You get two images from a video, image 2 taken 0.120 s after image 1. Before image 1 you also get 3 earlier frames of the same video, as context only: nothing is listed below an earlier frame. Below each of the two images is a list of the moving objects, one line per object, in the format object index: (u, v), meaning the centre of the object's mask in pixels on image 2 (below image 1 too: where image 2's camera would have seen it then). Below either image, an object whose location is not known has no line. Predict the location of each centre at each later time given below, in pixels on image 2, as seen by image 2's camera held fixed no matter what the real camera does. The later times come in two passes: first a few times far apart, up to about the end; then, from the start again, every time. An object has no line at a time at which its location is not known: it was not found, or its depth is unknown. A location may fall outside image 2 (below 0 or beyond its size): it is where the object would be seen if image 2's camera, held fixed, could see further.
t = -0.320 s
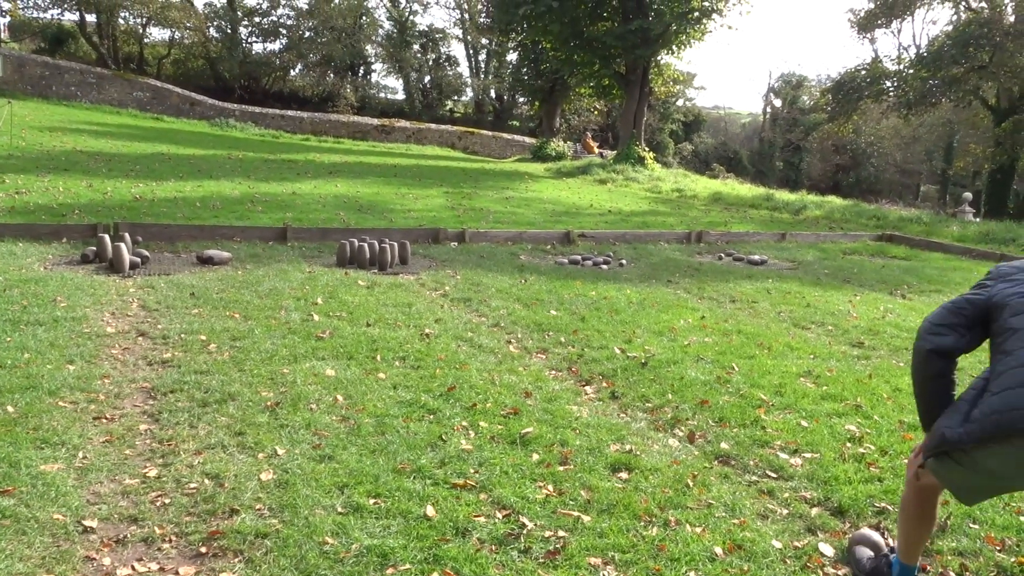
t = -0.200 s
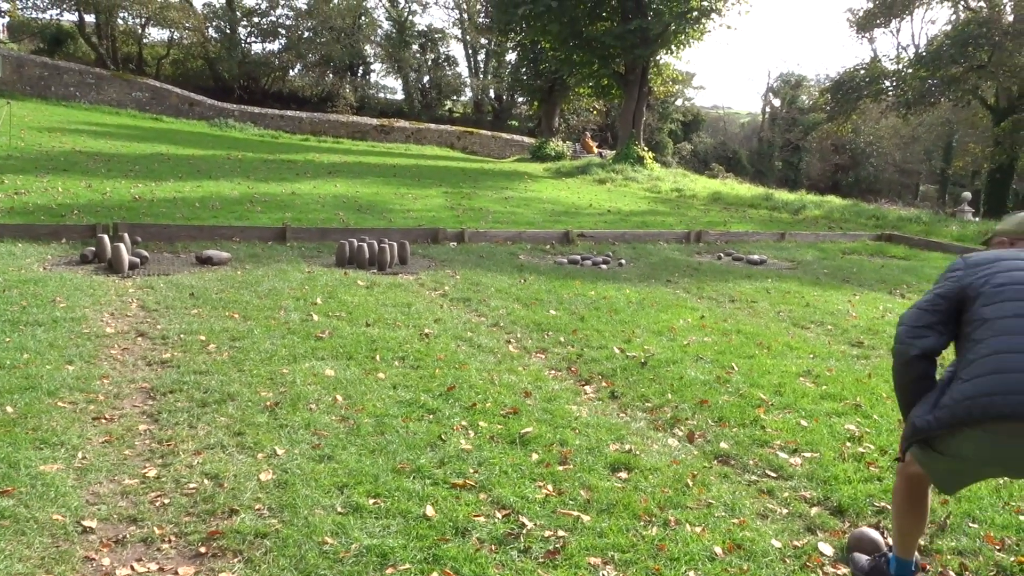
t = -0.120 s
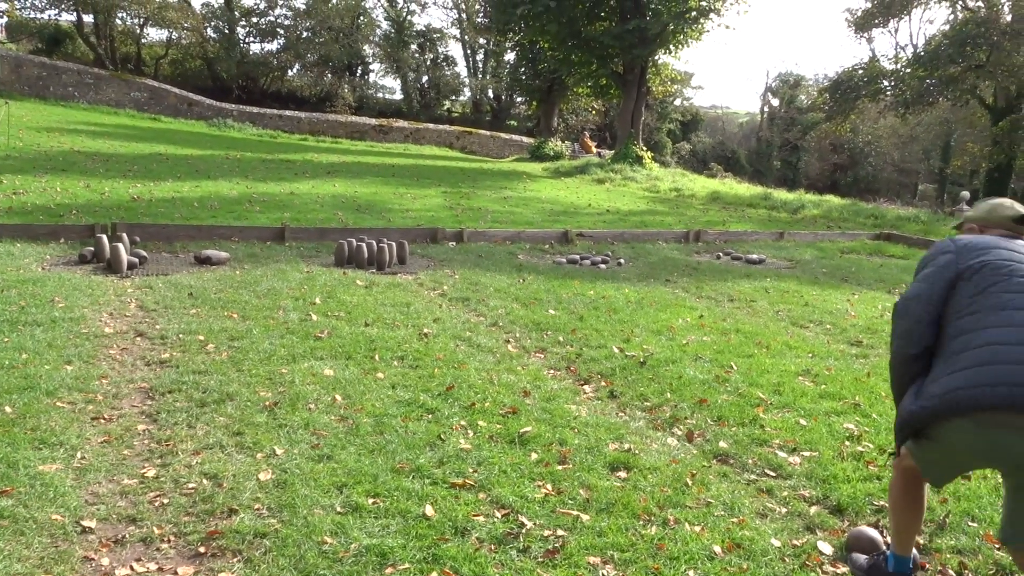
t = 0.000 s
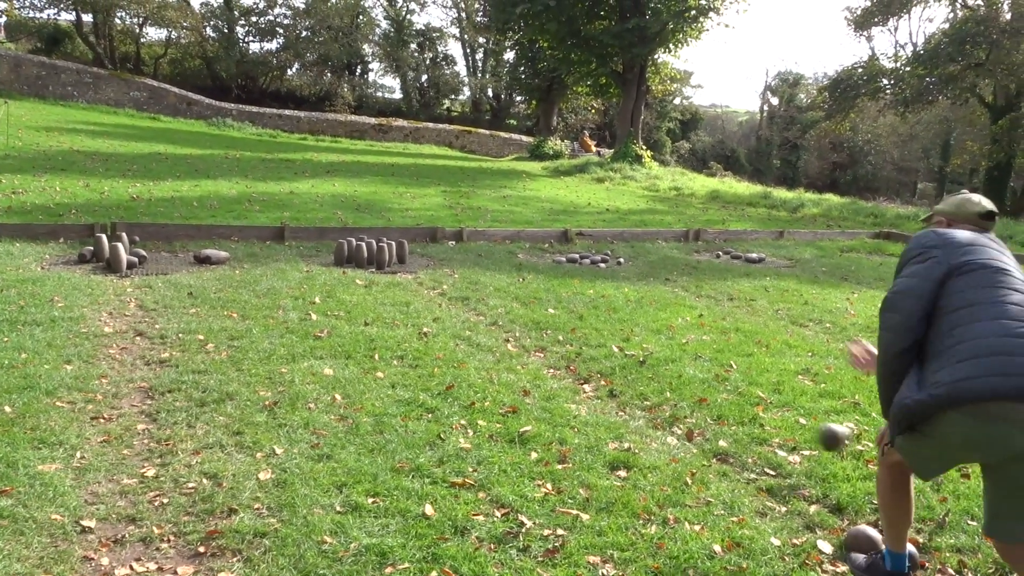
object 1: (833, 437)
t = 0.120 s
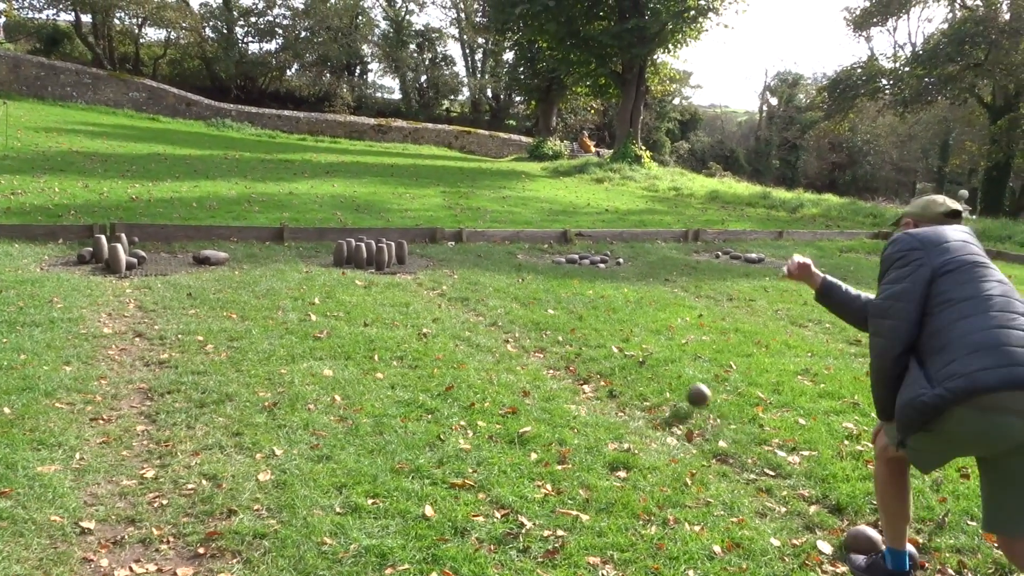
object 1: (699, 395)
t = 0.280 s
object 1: (610, 320)
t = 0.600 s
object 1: (491, 300)
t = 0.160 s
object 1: (673, 370)
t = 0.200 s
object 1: (651, 349)
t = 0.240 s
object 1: (630, 333)
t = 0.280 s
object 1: (610, 320)
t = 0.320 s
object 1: (592, 311)
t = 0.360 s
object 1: (574, 304)
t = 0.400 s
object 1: (558, 301)
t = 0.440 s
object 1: (543, 300)
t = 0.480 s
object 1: (528, 301)
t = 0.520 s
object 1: (515, 304)
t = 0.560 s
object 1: (502, 308)
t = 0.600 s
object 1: (491, 300)
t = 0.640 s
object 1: (481, 289)
